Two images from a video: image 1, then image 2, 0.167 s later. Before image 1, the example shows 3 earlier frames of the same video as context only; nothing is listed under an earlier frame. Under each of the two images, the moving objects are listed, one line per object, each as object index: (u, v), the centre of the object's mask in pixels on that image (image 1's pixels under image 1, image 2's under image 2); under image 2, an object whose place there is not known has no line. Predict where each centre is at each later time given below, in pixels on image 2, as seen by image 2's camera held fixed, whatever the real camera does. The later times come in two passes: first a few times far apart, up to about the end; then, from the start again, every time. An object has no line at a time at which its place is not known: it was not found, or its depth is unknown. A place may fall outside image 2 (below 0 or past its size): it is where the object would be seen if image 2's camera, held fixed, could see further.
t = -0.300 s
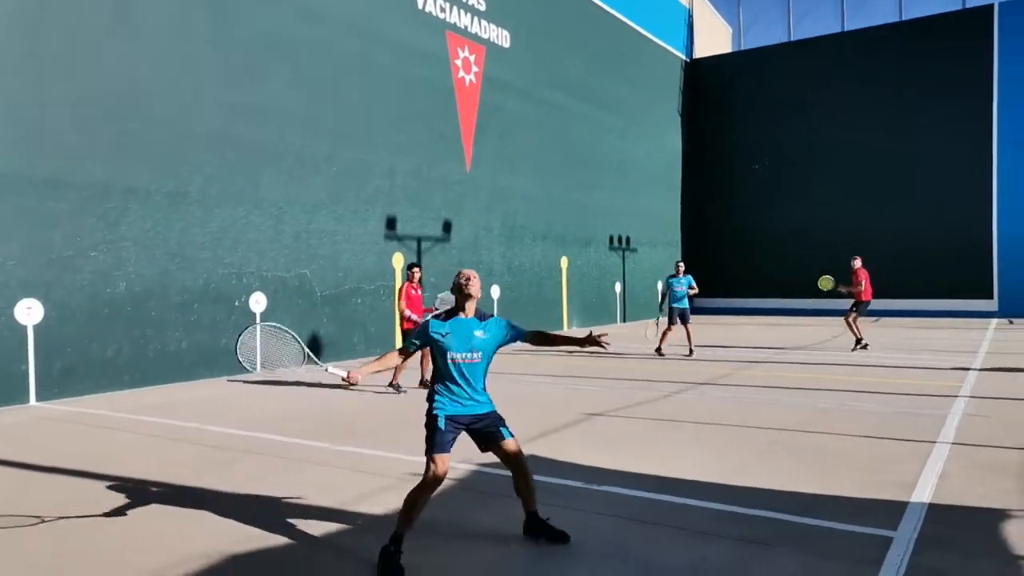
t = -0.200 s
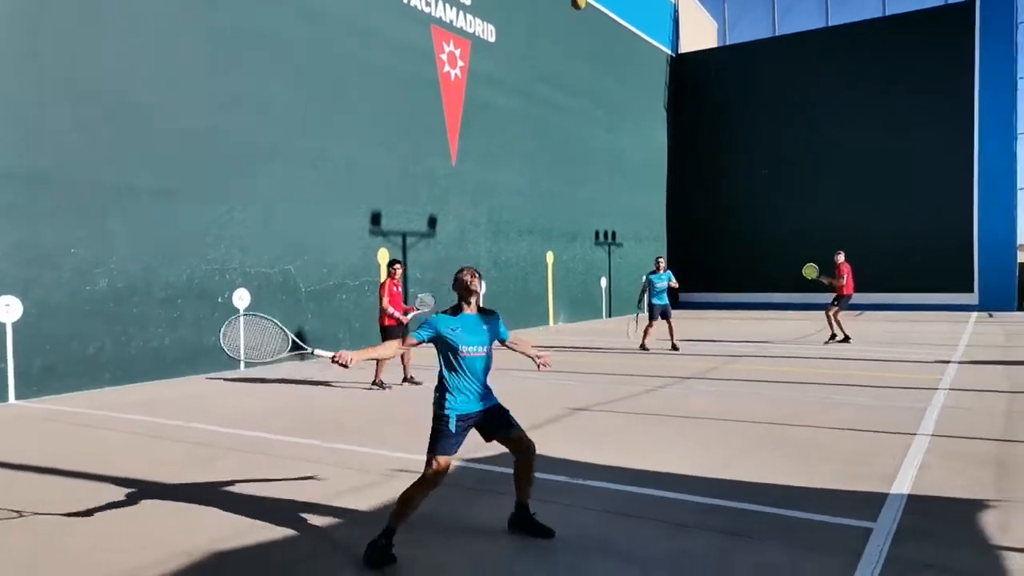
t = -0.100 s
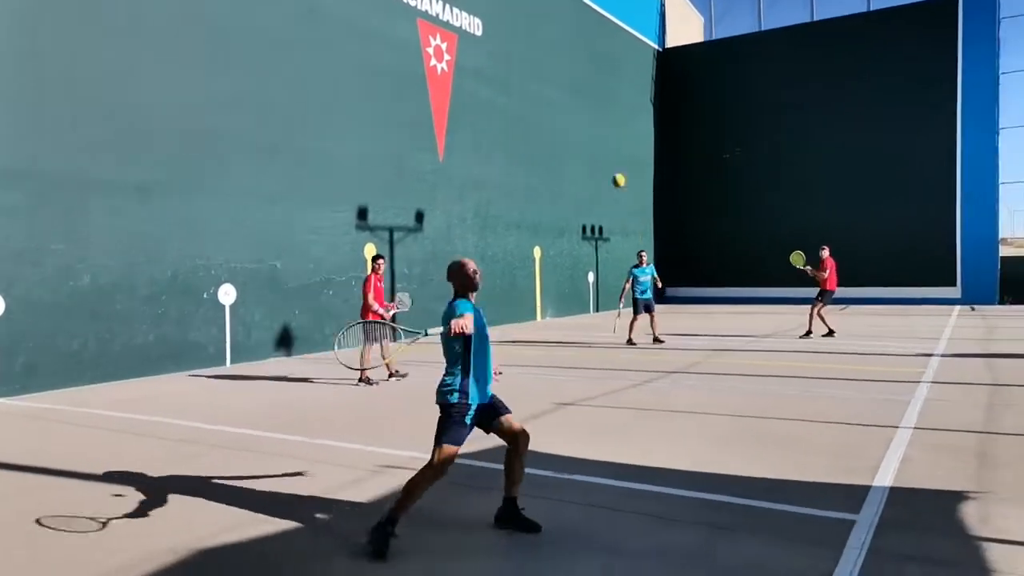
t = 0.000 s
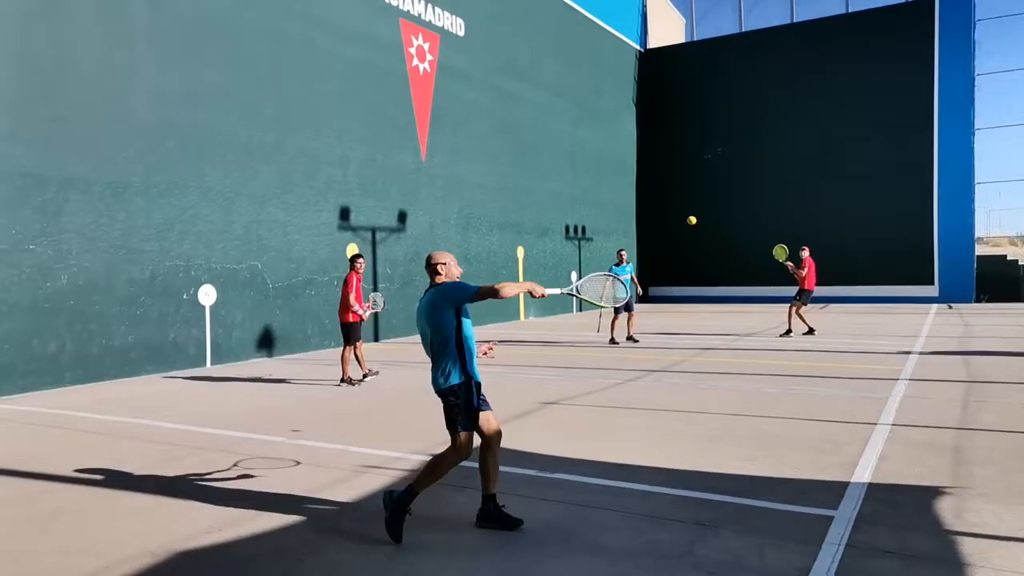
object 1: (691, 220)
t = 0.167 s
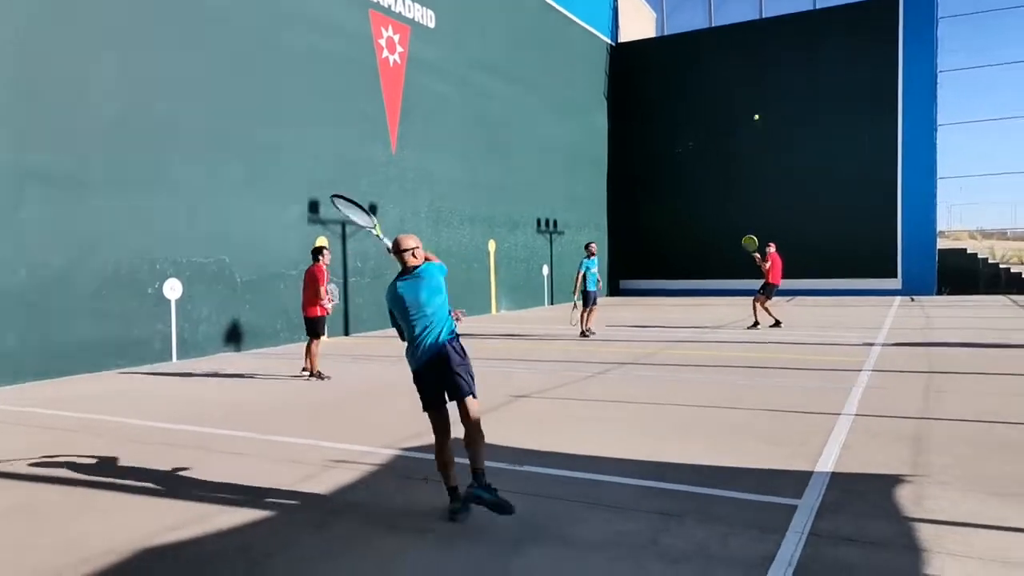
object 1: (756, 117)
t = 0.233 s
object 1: (768, 107)
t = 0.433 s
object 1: (790, 100)
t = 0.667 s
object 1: (802, 109)
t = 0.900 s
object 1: (772, 85)
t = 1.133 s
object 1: (732, 73)
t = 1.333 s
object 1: (690, 76)
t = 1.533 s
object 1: (636, 99)
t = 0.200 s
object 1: (763, 111)
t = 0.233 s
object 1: (768, 107)
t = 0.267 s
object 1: (774, 104)
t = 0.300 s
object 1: (778, 101)
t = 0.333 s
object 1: (782, 100)
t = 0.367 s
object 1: (784, 100)
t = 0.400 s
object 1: (787, 100)
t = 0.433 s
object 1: (790, 100)
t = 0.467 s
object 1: (793, 101)
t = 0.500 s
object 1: (794, 102)
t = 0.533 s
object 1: (796, 103)
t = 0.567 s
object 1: (797, 104)
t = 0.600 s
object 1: (799, 106)
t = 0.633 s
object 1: (802, 107)
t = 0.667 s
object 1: (802, 109)
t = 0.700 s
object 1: (800, 107)
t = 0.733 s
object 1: (795, 103)
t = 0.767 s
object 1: (791, 99)
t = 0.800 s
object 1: (786, 96)
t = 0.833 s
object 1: (781, 92)
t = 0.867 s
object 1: (776, 89)
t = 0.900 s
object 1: (772, 85)
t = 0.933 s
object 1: (767, 83)
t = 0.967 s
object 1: (761, 81)
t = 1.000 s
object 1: (756, 78)
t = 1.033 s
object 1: (750, 76)
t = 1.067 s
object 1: (744, 74)
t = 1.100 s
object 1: (738, 74)
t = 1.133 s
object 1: (732, 73)
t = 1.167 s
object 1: (726, 72)
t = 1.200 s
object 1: (719, 72)
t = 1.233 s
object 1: (712, 72)
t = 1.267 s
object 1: (705, 73)
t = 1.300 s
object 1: (697, 74)
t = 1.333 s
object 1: (690, 76)
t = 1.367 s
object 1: (682, 78)
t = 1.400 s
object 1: (674, 81)
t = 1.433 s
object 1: (665, 84)
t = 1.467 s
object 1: (656, 88)
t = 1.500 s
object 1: (647, 94)
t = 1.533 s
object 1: (636, 99)
